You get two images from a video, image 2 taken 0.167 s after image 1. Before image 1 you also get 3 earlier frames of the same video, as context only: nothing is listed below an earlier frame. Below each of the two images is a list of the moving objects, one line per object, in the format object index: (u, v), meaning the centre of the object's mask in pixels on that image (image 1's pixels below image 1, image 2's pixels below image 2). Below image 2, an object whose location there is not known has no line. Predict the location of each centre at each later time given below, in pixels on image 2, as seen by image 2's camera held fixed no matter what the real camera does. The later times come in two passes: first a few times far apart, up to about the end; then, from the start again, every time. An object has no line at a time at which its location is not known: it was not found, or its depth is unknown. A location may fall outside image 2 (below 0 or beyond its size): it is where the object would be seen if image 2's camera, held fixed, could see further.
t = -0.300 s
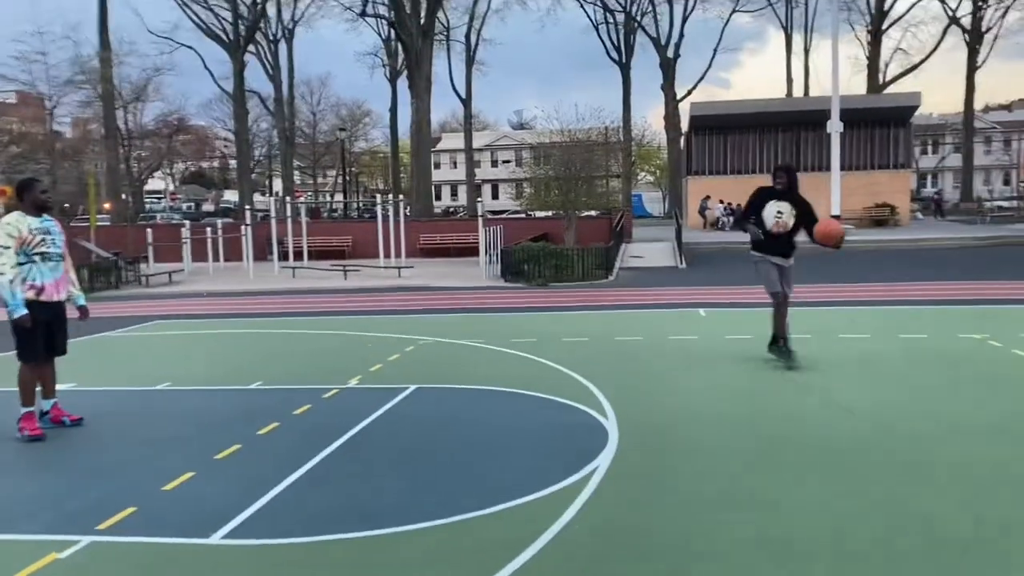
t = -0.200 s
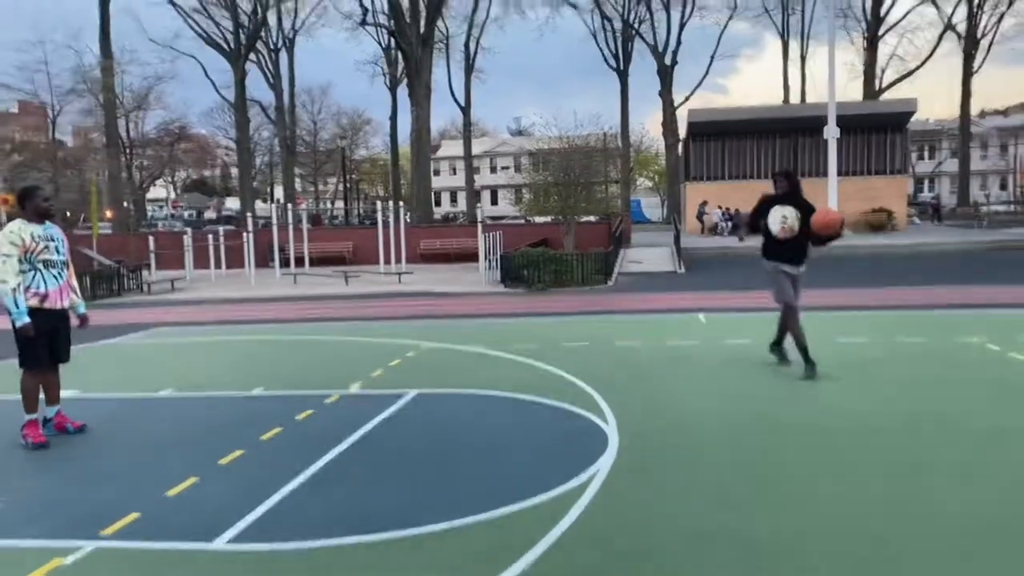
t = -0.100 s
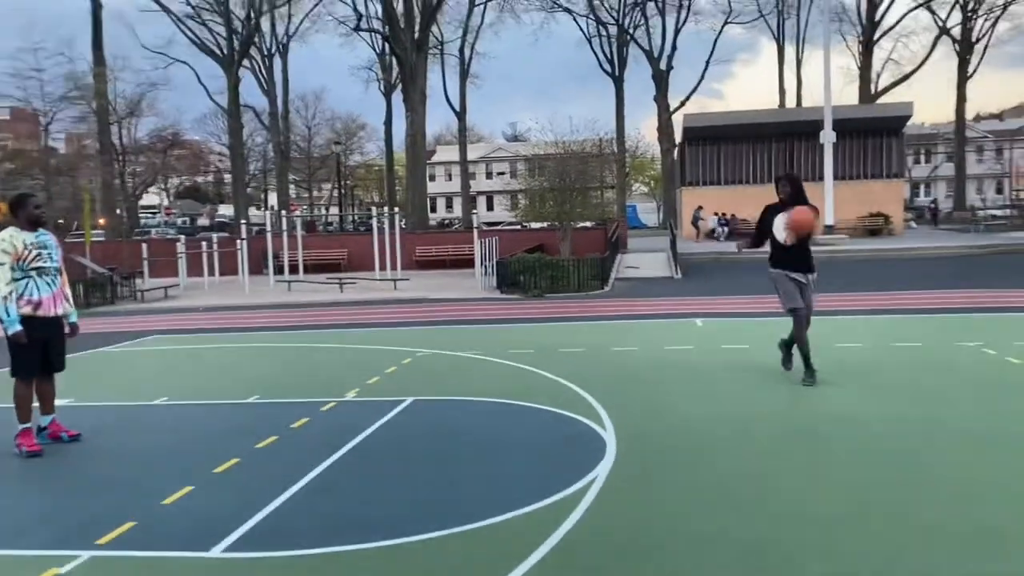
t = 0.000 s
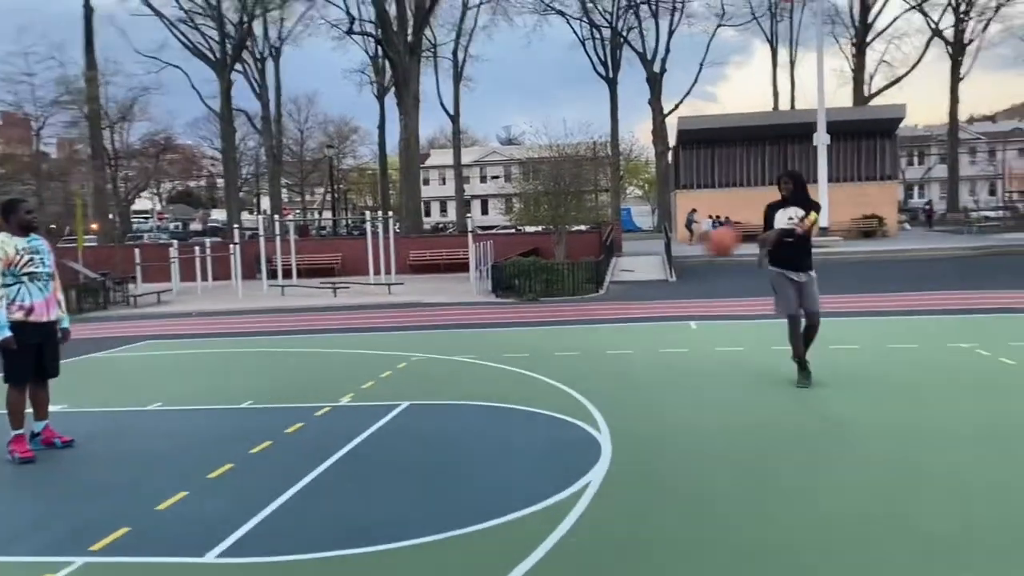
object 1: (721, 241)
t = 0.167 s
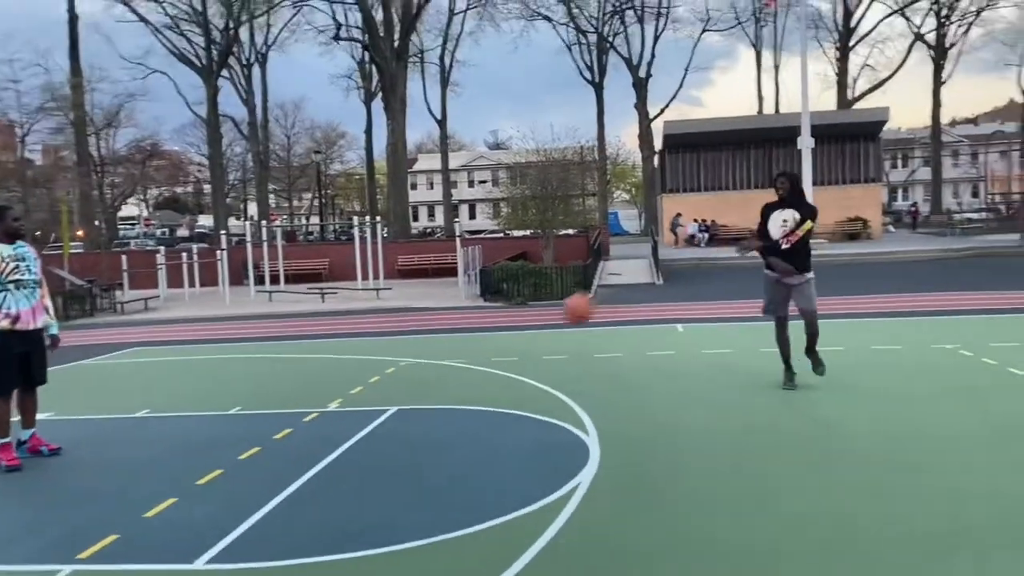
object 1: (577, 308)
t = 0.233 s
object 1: (525, 346)
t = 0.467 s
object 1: (376, 373)
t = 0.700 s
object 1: (259, 328)
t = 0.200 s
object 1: (552, 327)
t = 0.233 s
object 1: (525, 346)
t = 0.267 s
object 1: (499, 366)
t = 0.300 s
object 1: (471, 388)
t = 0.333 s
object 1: (445, 412)
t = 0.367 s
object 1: (426, 413)
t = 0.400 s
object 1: (410, 397)
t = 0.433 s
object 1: (393, 384)
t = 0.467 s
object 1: (376, 373)
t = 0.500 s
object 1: (360, 362)
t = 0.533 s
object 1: (343, 352)
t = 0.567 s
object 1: (327, 345)
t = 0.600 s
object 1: (310, 338)
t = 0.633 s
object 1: (293, 333)
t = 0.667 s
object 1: (275, 329)
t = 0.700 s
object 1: (259, 328)
